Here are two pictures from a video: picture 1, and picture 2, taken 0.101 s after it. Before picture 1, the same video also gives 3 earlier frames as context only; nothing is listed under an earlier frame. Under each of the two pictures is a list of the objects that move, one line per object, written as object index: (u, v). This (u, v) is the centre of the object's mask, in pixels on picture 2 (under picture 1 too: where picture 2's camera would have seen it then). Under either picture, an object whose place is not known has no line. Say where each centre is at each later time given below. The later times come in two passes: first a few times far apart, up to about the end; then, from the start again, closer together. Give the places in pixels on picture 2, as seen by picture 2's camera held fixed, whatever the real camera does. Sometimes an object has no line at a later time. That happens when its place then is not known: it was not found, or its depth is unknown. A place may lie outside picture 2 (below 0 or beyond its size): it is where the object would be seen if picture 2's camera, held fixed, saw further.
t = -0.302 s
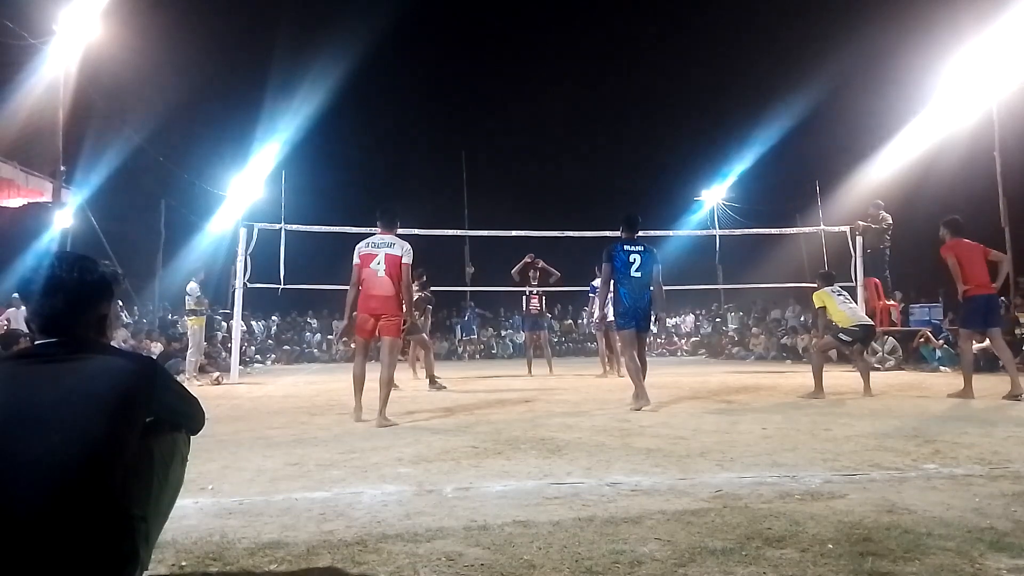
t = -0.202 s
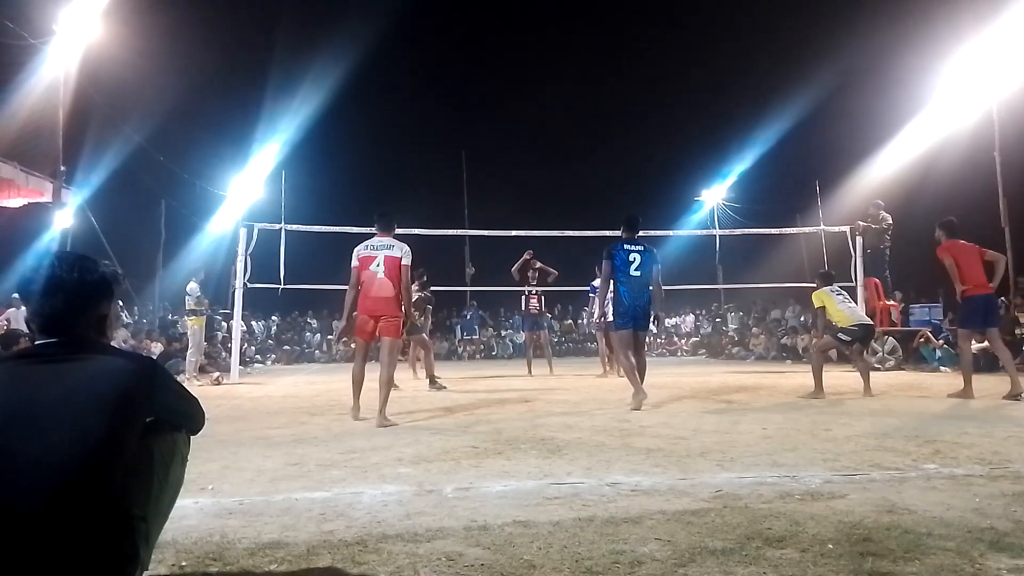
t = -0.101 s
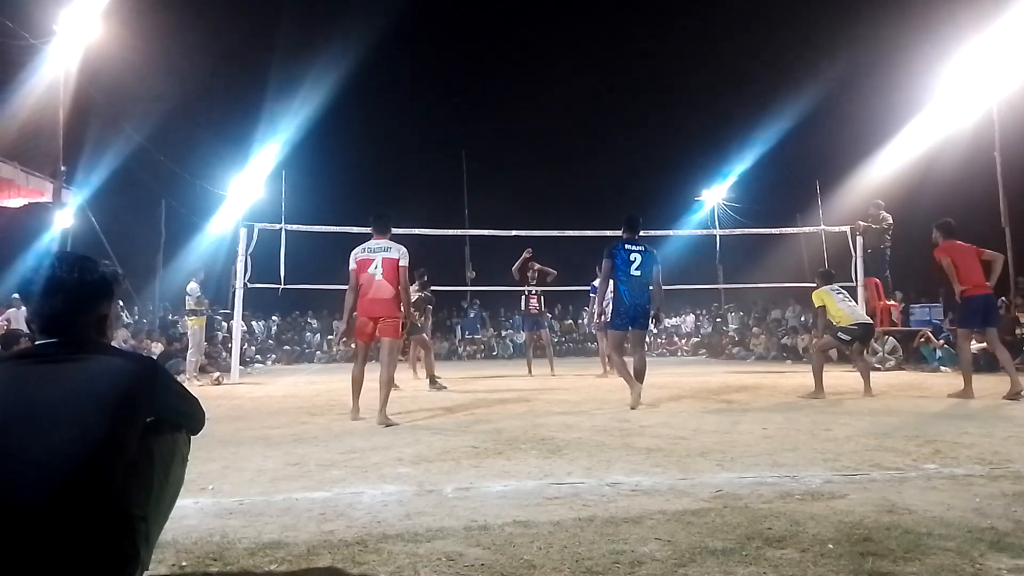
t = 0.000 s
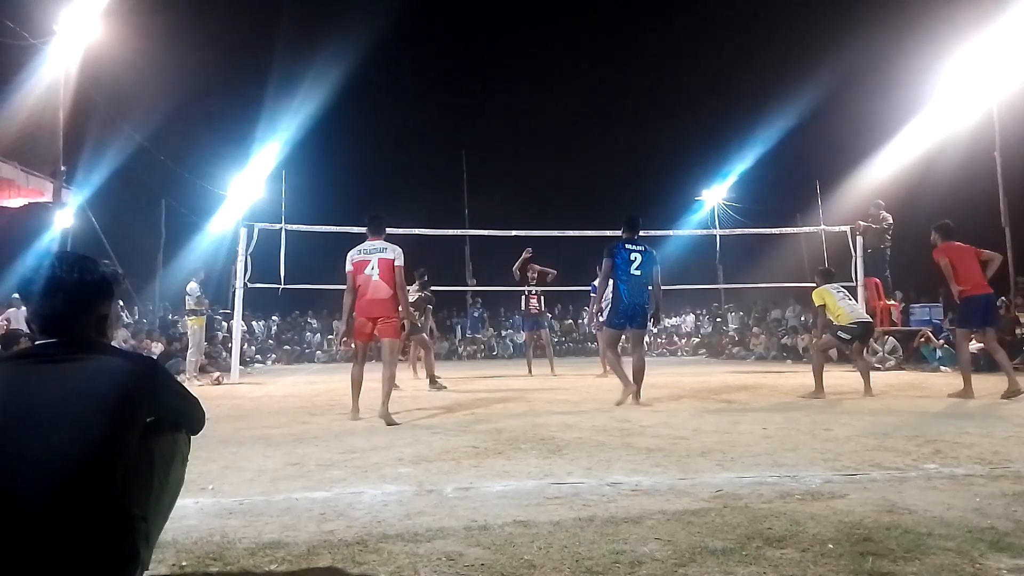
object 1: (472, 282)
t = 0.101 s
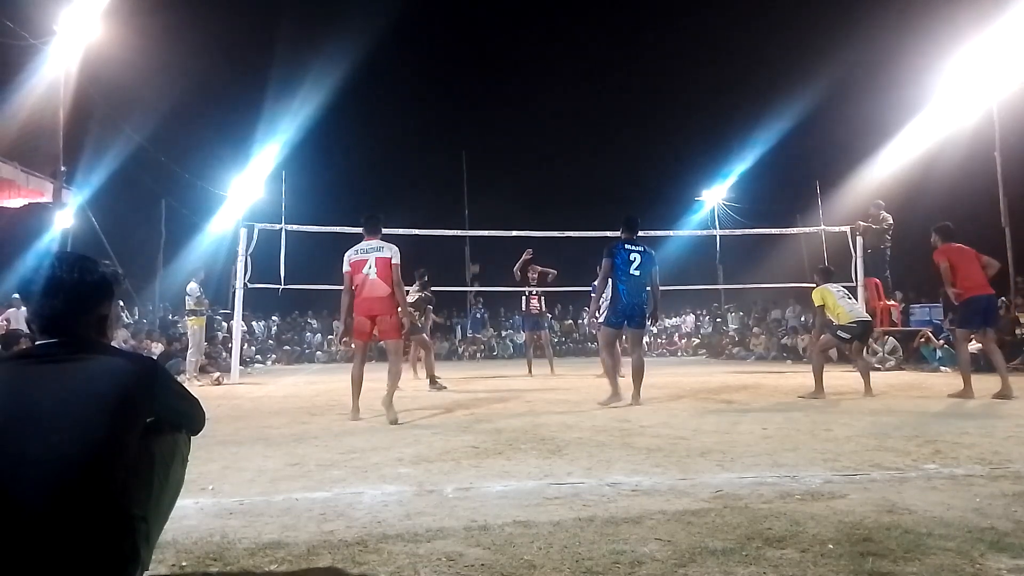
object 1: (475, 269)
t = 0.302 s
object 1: (483, 226)
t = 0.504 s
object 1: (490, 198)
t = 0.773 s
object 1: (505, 181)
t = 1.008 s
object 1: (525, 193)
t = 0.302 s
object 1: (483, 226)
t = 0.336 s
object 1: (484, 222)
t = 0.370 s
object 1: (485, 216)
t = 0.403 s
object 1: (486, 212)
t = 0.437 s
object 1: (487, 207)
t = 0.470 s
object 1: (489, 202)
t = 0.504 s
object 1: (490, 198)
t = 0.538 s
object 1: (491, 195)
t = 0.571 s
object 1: (493, 192)
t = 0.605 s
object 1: (495, 189)
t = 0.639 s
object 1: (497, 187)
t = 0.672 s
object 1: (499, 184)
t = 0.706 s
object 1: (501, 183)
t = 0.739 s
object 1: (503, 182)
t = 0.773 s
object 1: (505, 181)
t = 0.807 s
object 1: (508, 181)
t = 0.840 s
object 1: (510, 182)
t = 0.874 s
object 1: (513, 182)
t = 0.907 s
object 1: (516, 184)
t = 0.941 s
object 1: (519, 186)
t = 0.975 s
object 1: (522, 189)
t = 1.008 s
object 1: (525, 193)
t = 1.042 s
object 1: (529, 198)
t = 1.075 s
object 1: (533, 203)
